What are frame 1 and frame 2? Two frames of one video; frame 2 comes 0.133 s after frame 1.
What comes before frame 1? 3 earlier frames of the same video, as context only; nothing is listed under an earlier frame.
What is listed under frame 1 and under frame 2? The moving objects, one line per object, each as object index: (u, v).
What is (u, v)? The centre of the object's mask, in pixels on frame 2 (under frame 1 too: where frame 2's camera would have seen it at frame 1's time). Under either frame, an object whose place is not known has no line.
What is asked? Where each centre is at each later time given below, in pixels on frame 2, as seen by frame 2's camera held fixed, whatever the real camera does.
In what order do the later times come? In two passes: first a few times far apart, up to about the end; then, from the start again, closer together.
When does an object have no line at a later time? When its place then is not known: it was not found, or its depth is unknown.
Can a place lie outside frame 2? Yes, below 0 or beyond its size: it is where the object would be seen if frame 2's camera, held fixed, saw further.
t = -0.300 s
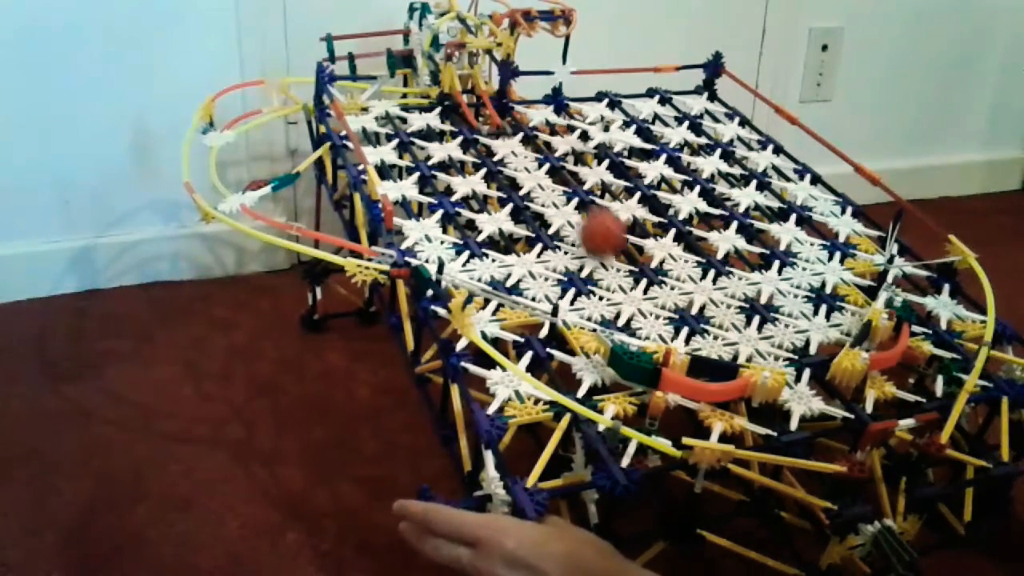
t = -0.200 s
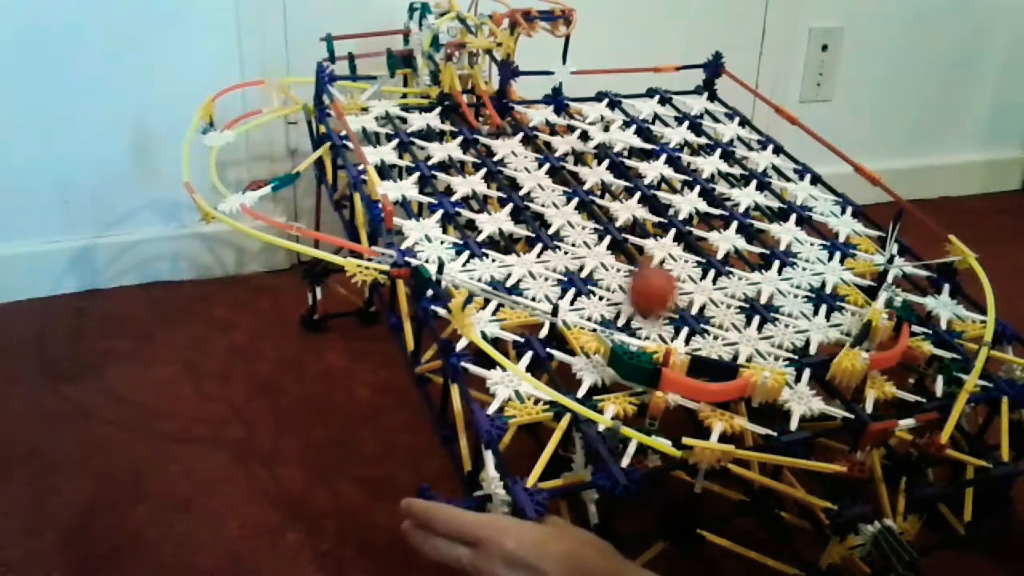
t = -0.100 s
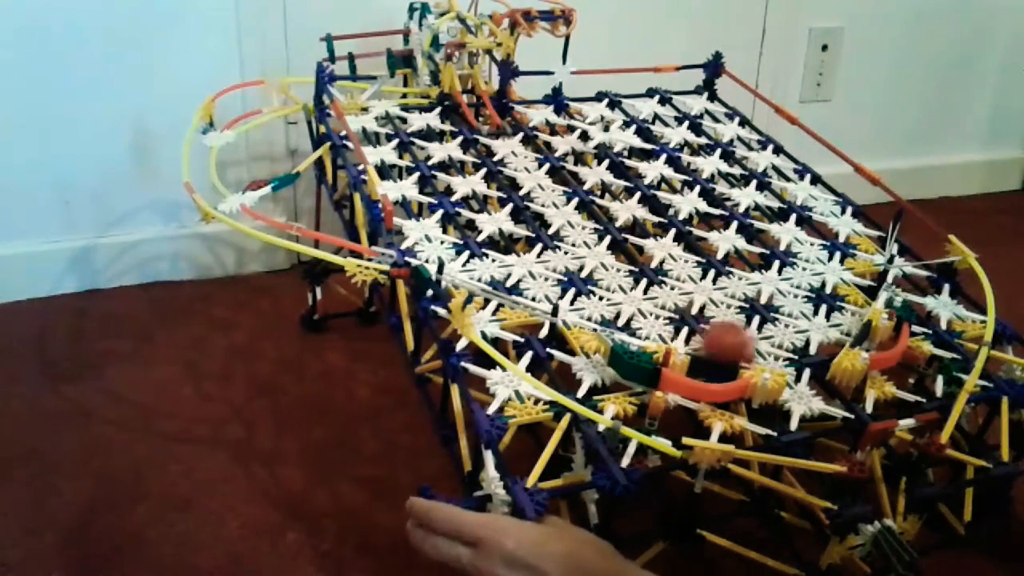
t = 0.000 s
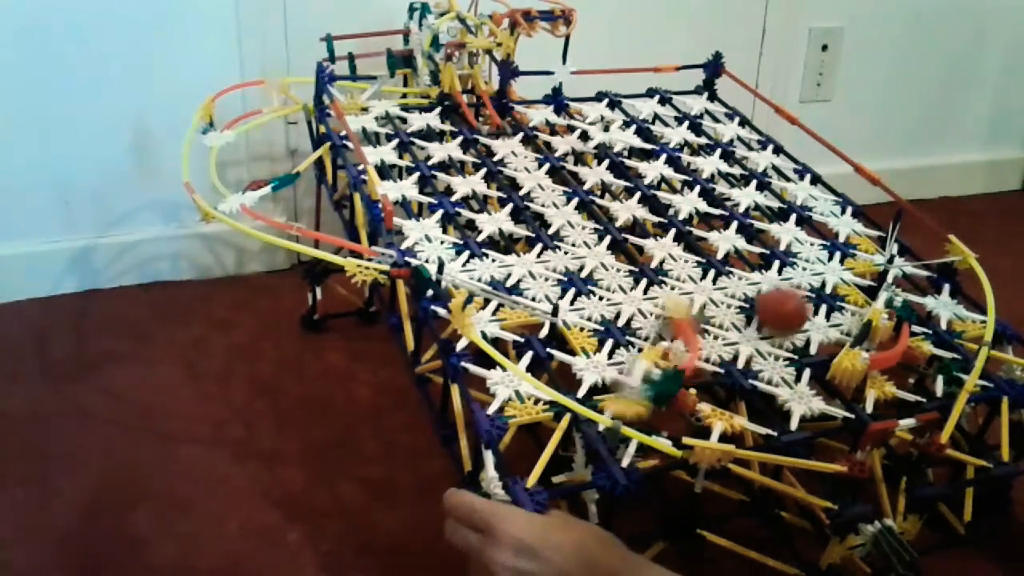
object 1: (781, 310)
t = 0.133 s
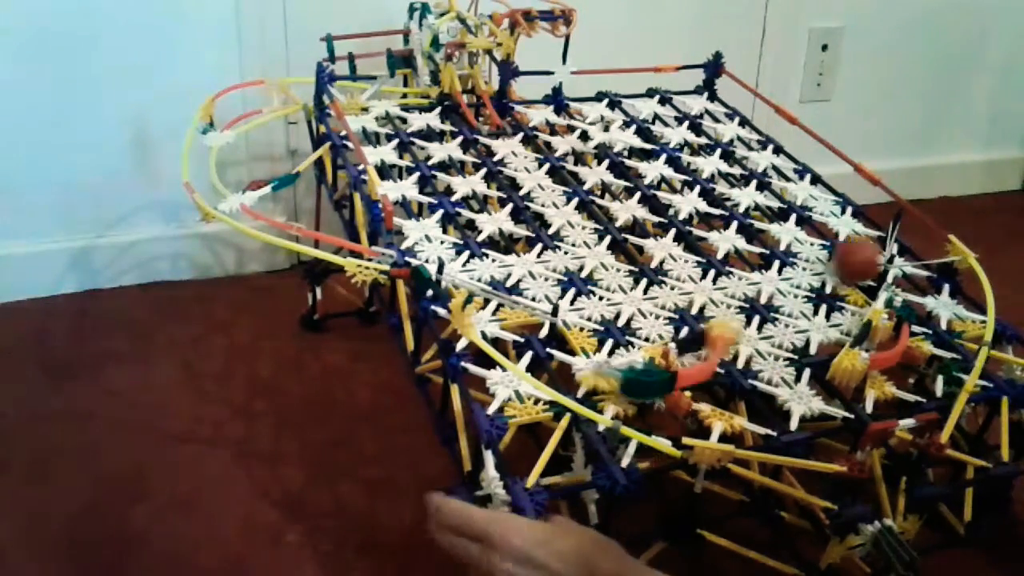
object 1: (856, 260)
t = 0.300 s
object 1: (872, 222)
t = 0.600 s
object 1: (850, 203)
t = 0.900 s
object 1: (867, 234)
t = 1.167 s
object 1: (846, 264)
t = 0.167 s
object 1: (865, 252)
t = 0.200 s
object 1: (869, 242)
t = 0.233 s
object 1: (871, 234)
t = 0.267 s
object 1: (873, 228)
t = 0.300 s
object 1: (872, 222)
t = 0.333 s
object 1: (865, 215)
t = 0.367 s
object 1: (859, 210)
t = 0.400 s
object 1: (854, 207)
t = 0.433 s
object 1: (851, 204)
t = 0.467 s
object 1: (850, 203)
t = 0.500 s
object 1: (849, 202)
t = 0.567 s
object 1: (849, 202)
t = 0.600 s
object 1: (850, 203)
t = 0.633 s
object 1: (852, 205)
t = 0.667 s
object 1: (855, 208)
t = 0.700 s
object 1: (860, 213)
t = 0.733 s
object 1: (865, 217)
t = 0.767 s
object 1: (872, 224)
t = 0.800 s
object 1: (876, 228)
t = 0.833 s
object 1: (876, 229)
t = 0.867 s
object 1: (871, 232)
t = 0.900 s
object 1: (867, 234)
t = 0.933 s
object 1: (864, 235)
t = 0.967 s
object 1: (865, 239)
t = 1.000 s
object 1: (864, 245)
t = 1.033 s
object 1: (865, 250)
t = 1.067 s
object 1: (864, 255)
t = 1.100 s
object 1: (859, 257)
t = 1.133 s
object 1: (852, 260)
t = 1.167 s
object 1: (846, 264)
